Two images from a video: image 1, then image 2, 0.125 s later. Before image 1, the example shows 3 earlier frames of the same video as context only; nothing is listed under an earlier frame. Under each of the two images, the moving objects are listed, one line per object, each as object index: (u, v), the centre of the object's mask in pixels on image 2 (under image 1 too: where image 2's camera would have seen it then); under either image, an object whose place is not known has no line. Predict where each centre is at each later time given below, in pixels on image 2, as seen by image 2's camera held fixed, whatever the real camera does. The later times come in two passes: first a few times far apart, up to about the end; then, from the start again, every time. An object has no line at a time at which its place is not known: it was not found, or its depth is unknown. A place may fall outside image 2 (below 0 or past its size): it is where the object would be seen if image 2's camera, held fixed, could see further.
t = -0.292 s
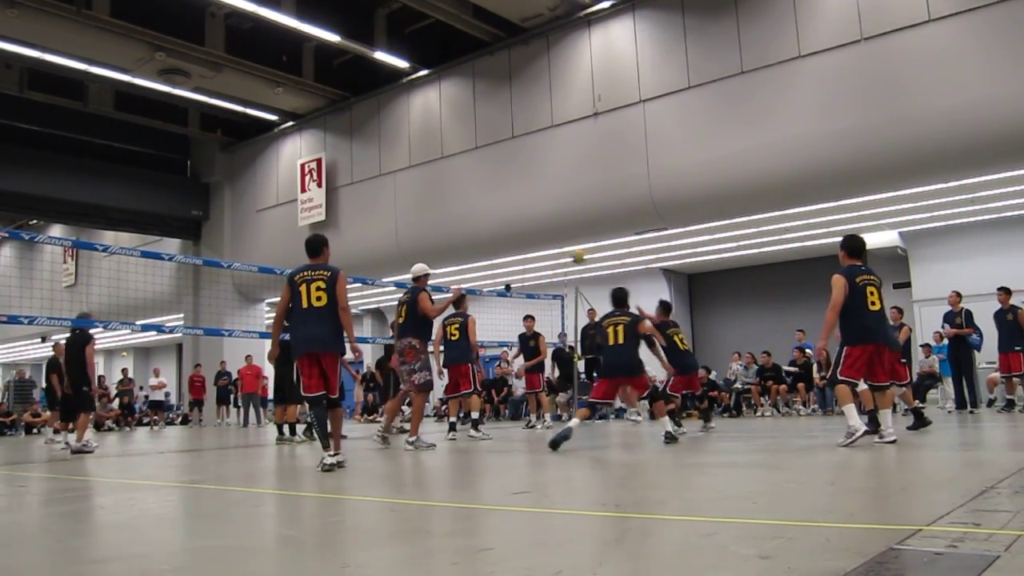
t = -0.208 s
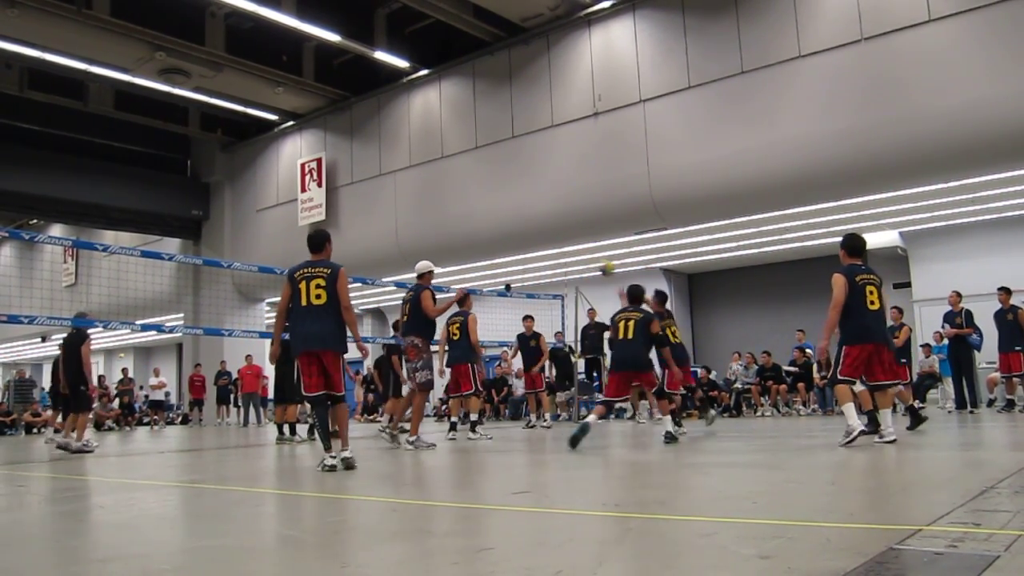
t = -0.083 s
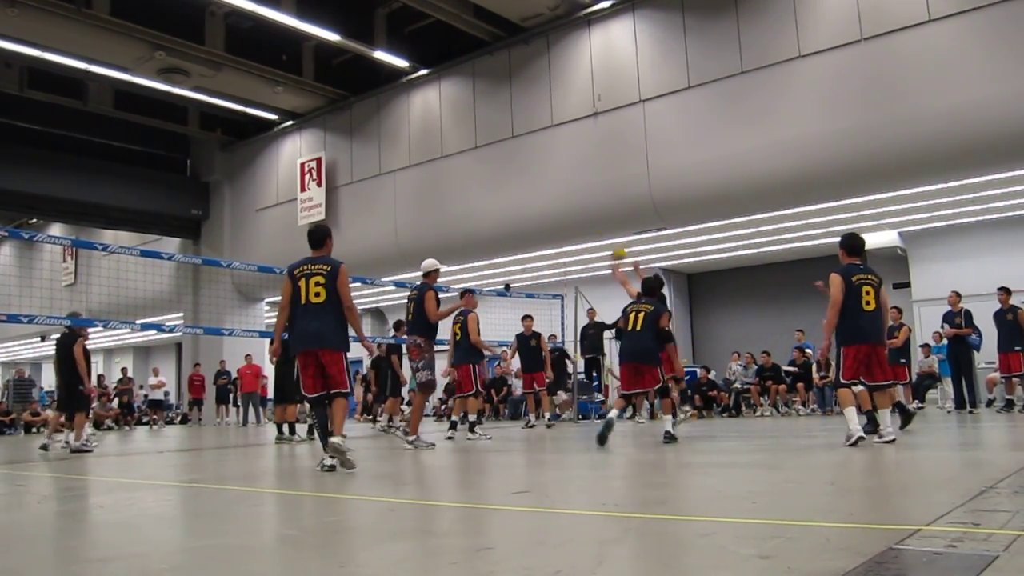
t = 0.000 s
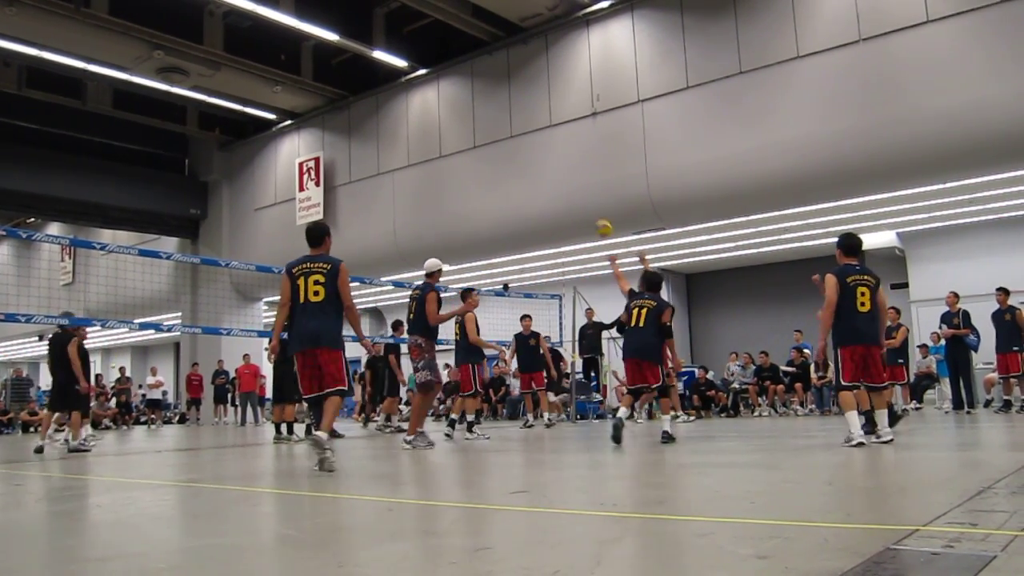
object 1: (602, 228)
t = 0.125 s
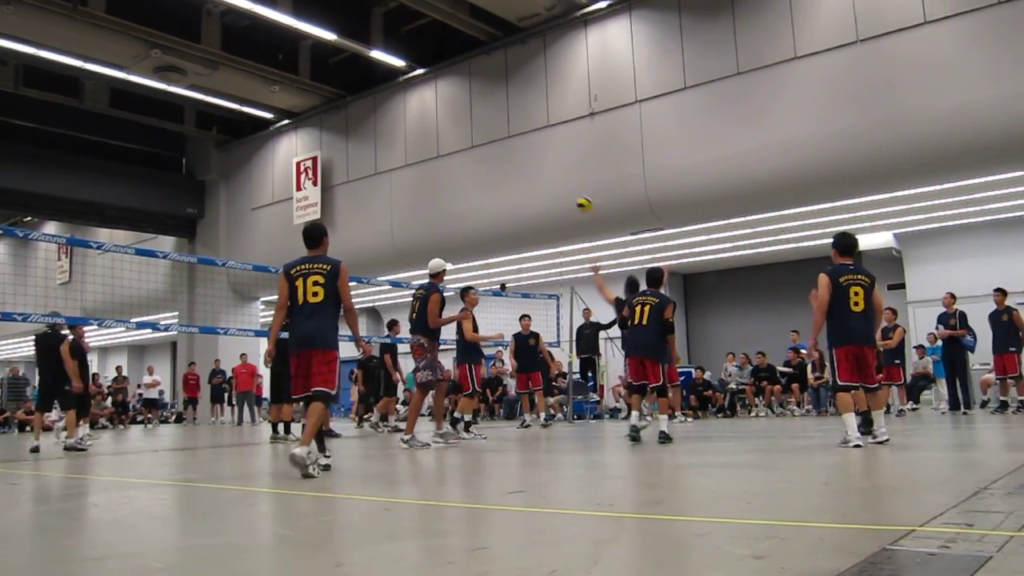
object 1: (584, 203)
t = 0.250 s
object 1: (571, 192)
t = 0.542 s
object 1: (543, 206)
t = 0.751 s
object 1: (525, 244)
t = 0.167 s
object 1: (579, 198)
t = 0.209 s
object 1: (574, 194)
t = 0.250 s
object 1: (571, 192)
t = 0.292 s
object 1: (566, 190)
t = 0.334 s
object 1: (562, 190)
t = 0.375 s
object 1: (558, 191)
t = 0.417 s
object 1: (554, 193)
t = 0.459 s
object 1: (551, 196)
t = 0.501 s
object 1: (547, 200)
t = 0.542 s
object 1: (543, 206)
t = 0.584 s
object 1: (539, 211)
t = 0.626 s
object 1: (536, 218)
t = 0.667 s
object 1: (532, 226)
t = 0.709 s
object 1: (530, 235)
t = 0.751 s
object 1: (525, 244)
